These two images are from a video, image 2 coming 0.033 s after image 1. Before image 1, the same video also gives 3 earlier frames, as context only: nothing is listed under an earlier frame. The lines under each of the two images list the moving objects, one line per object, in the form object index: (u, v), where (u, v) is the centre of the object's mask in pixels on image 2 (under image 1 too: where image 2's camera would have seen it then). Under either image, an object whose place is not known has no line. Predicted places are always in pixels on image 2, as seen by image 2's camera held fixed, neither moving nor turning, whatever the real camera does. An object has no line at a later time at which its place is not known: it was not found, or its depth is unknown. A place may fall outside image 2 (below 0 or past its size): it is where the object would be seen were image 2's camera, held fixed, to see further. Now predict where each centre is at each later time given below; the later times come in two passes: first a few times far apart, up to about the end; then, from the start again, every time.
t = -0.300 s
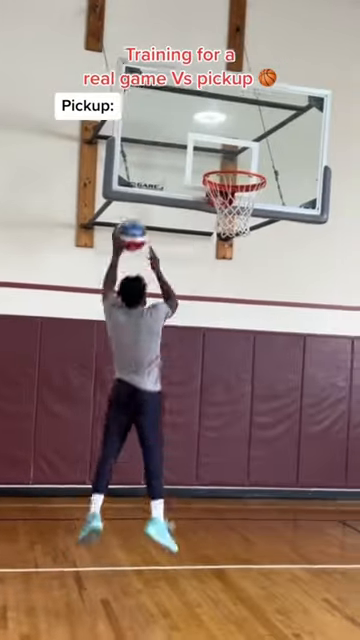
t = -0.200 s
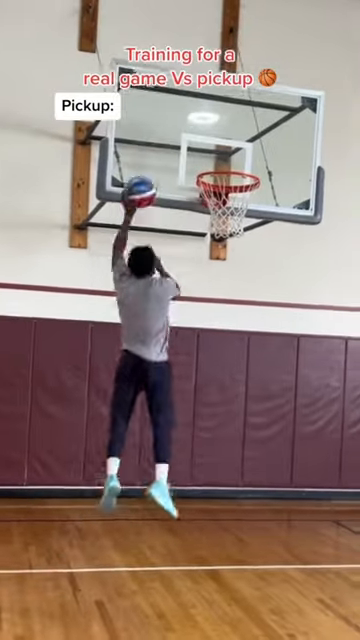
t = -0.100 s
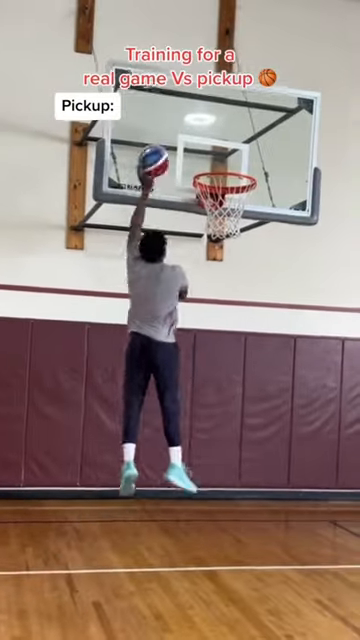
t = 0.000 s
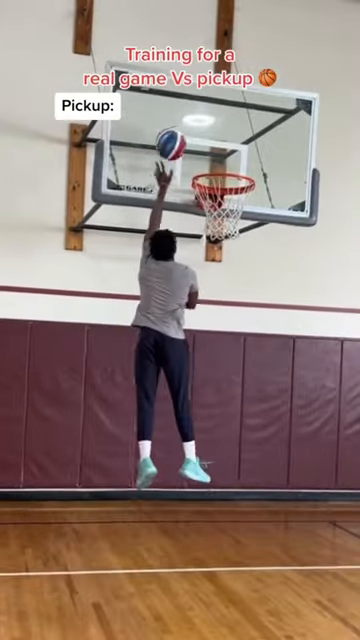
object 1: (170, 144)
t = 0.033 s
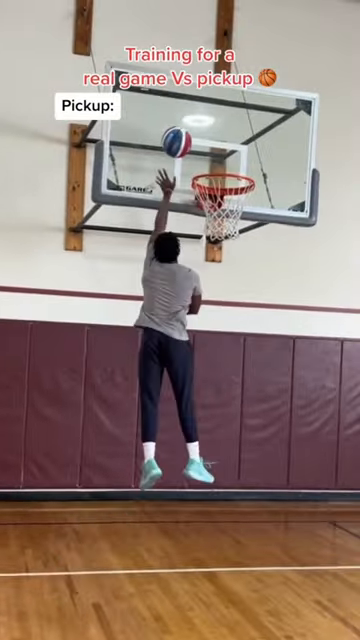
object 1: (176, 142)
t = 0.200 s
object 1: (202, 144)
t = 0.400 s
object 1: (232, 185)
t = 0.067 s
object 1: (182, 141)
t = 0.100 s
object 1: (188, 141)
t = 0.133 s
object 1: (192, 141)
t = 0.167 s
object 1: (197, 142)
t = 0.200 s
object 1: (202, 144)
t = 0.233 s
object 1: (208, 147)
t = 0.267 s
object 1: (213, 151)
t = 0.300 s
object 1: (218, 158)
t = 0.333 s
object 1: (223, 163)
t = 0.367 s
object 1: (231, 175)
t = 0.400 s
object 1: (232, 185)
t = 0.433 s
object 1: (238, 194)
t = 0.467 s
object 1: (240, 204)
